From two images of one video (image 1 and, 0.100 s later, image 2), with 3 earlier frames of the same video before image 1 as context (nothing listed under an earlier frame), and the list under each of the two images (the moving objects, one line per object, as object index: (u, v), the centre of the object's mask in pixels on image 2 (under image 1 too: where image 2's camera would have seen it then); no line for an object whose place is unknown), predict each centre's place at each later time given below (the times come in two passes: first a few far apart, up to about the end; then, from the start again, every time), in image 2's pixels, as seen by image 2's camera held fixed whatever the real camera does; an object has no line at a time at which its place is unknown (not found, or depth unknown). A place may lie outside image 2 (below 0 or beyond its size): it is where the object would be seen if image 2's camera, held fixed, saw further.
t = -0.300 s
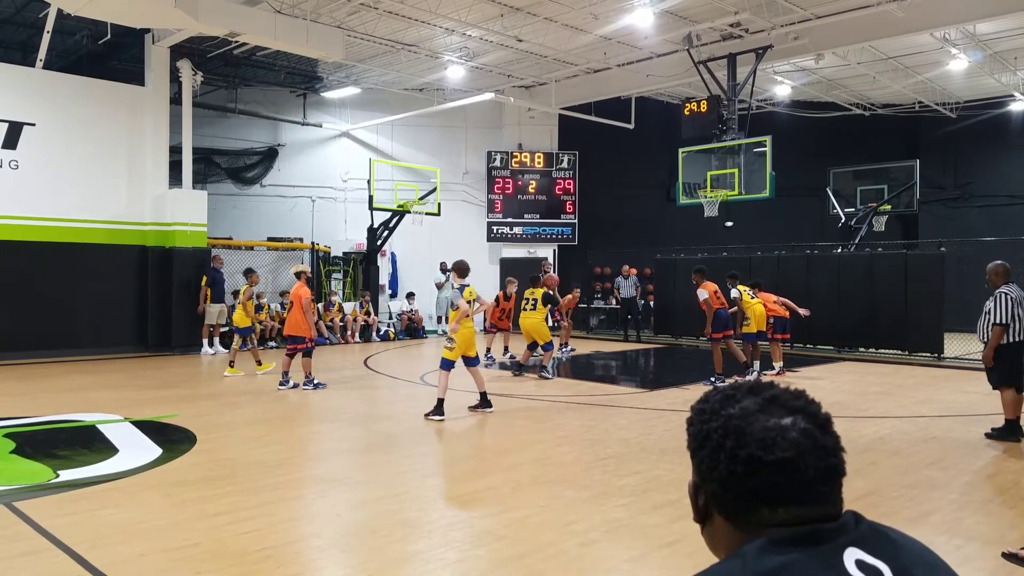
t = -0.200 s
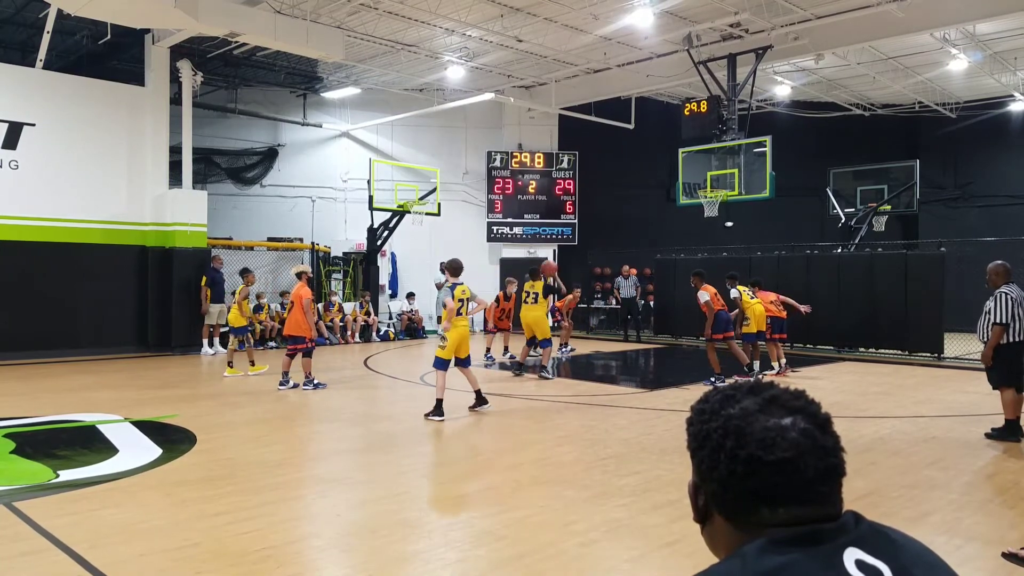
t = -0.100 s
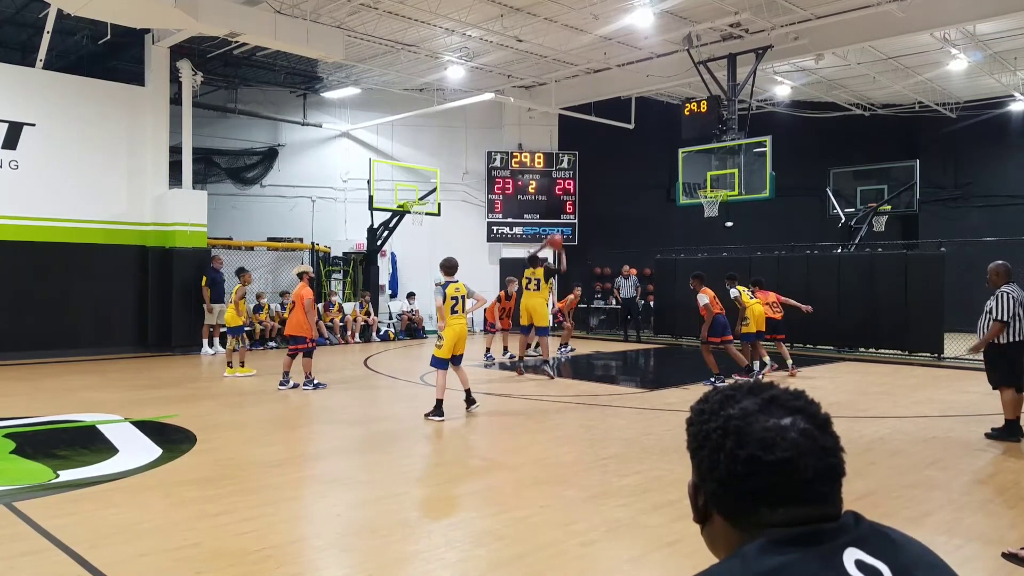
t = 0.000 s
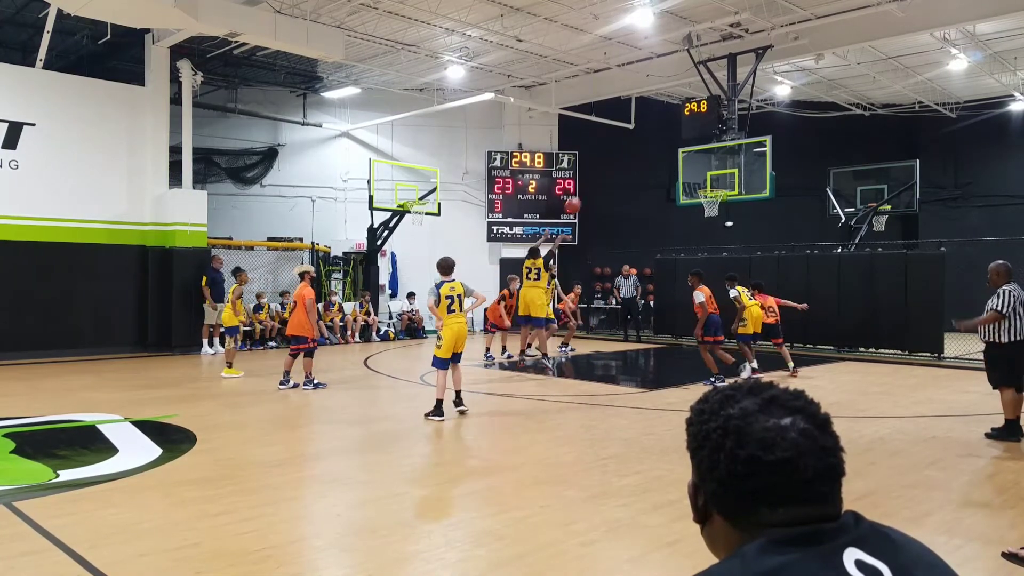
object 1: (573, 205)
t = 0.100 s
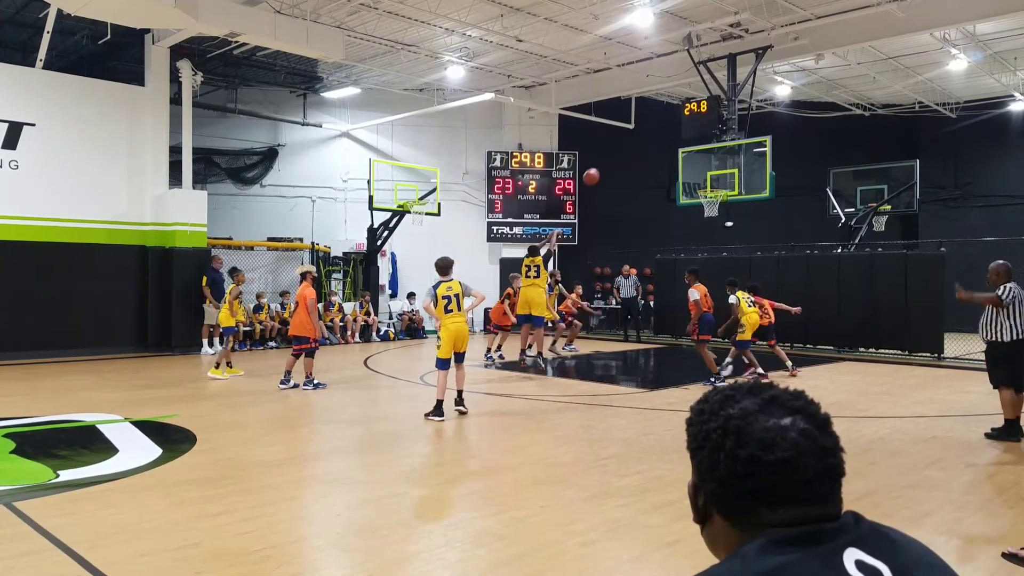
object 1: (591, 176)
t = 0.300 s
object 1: (625, 140)
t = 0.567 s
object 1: (666, 131)
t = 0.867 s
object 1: (705, 168)
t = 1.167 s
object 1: (696, 208)
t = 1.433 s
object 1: (682, 236)
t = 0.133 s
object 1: (597, 168)
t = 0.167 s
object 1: (603, 161)
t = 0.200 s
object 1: (609, 155)
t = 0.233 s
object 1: (614, 149)
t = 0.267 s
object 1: (620, 144)
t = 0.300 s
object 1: (625, 140)
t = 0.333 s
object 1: (631, 137)
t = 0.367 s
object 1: (636, 134)
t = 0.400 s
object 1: (641, 132)
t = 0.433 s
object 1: (646, 130)
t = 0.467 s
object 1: (651, 129)
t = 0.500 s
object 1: (656, 129)
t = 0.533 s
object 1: (661, 130)
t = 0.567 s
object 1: (666, 131)
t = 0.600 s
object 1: (671, 133)
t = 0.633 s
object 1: (675, 135)
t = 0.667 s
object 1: (677, 136)
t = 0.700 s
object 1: (683, 141)
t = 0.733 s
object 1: (688, 146)
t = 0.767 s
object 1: (693, 151)
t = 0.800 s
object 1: (697, 155)
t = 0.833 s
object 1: (701, 161)
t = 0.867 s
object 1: (705, 168)
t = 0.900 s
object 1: (709, 175)
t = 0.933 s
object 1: (714, 183)
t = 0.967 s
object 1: (717, 191)
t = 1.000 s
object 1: (713, 196)
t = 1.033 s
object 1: (706, 202)
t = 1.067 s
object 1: (701, 206)
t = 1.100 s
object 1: (700, 207)
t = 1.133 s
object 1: (698, 207)
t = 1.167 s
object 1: (696, 208)
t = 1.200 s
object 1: (694, 209)
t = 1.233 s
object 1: (693, 211)
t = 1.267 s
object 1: (691, 214)
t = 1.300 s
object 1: (689, 217)
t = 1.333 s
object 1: (687, 221)
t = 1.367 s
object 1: (685, 225)
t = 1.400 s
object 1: (684, 230)
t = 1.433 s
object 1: (682, 236)
